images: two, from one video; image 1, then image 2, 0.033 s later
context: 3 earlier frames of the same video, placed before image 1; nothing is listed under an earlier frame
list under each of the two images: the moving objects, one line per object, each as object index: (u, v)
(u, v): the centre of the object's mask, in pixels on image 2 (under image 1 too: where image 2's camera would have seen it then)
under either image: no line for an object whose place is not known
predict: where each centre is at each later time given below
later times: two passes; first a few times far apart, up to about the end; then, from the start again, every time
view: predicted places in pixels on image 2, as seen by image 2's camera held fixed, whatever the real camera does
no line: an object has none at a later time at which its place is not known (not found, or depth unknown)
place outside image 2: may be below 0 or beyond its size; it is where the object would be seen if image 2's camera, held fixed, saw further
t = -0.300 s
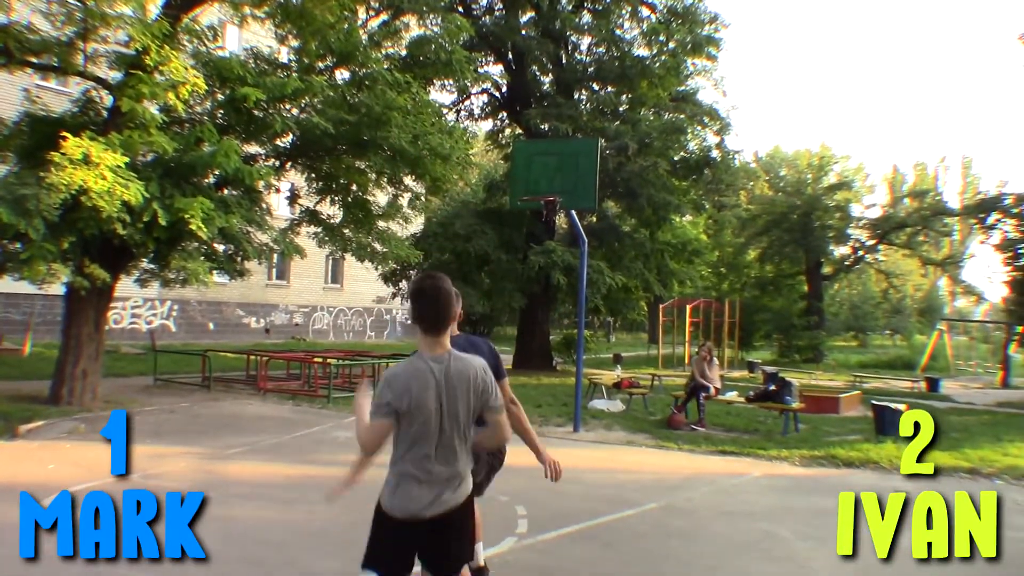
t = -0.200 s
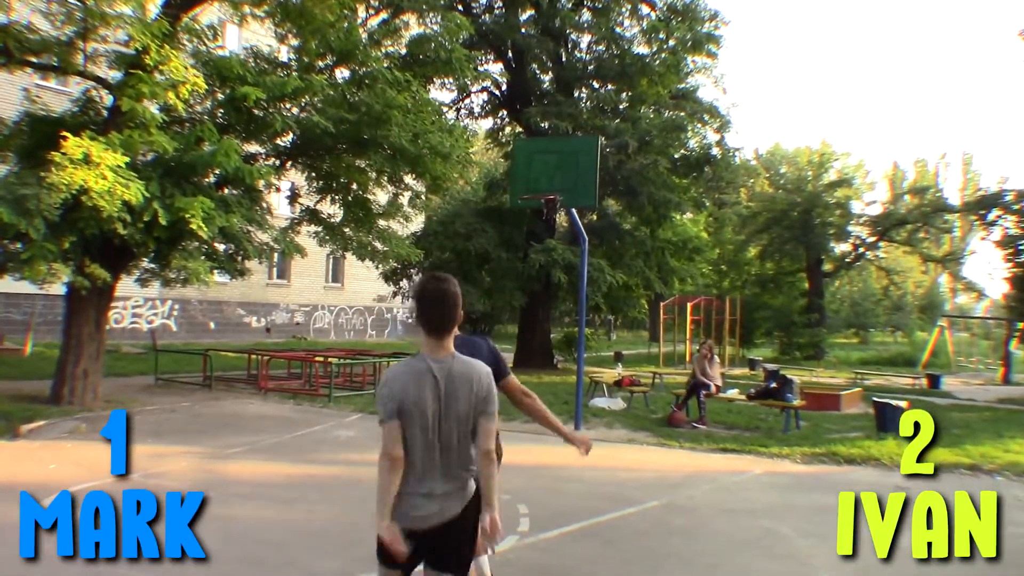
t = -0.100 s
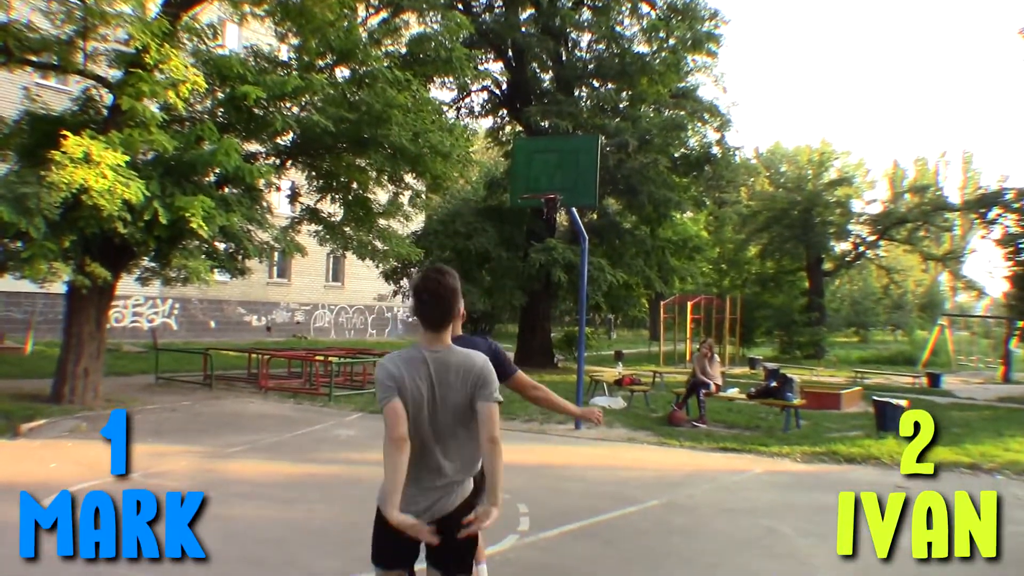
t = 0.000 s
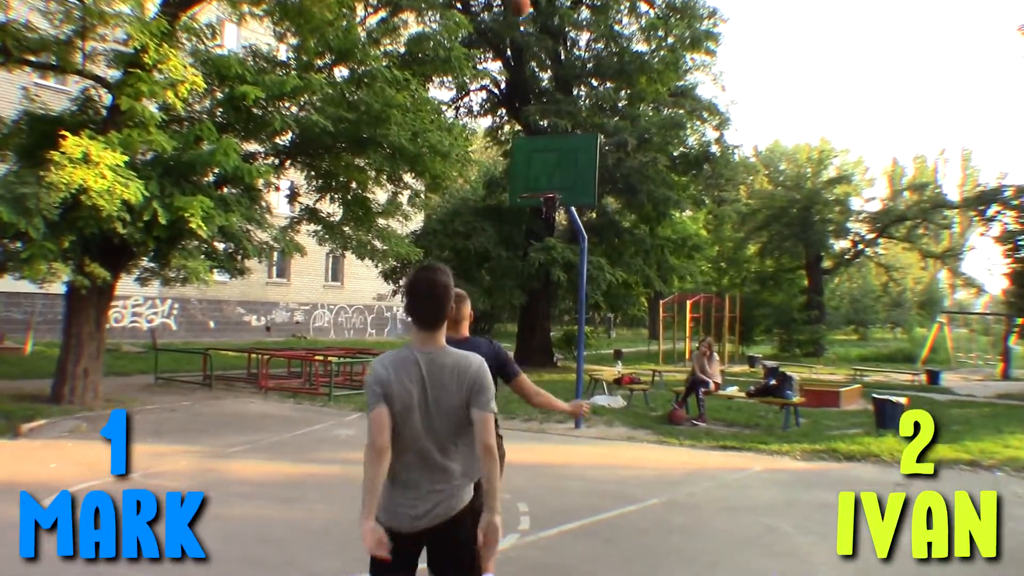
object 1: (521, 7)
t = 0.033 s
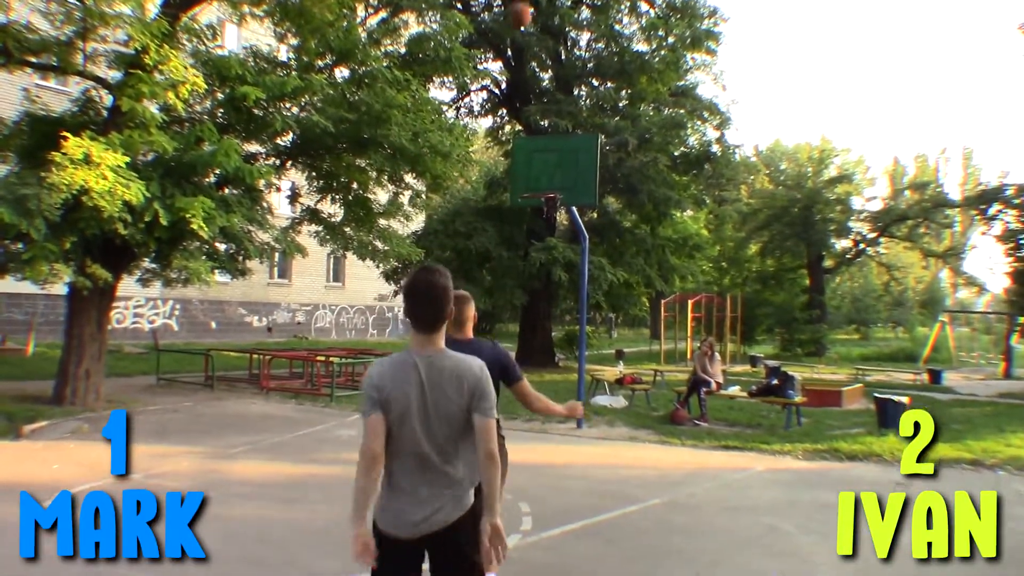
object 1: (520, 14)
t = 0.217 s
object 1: (523, 82)
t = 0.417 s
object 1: (527, 171)
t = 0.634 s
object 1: (487, 247)
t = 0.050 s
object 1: (521, 20)
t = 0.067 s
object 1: (521, 26)
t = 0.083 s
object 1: (522, 30)
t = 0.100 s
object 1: (522, 37)
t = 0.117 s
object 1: (521, 44)
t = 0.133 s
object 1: (522, 48)
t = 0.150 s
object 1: (523, 56)
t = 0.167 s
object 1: (523, 62)
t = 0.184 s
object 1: (523, 68)
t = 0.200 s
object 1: (523, 75)
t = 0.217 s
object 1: (523, 82)
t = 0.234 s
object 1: (524, 89)
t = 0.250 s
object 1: (523, 96)
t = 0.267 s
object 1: (524, 102)
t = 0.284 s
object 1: (524, 109)
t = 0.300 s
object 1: (525, 116)
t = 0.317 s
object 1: (526, 124)
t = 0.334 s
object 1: (526, 132)
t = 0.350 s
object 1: (527, 140)
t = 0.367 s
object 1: (527, 148)
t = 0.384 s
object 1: (528, 155)
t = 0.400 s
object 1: (527, 163)
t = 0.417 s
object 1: (527, 171)
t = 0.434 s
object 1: (526, 180)
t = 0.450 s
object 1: (525, 188)
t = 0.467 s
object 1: (525, 192)
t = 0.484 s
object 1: (519, 197)
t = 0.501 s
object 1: (516, 207)
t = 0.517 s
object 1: (515, 208)
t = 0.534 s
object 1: (511, 214)
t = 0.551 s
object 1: (507, 219)
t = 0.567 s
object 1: (503, 224)
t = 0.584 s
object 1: (500, 229)
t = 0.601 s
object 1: (495, 235)
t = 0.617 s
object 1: (491, 241)
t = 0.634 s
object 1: (487, 247)
